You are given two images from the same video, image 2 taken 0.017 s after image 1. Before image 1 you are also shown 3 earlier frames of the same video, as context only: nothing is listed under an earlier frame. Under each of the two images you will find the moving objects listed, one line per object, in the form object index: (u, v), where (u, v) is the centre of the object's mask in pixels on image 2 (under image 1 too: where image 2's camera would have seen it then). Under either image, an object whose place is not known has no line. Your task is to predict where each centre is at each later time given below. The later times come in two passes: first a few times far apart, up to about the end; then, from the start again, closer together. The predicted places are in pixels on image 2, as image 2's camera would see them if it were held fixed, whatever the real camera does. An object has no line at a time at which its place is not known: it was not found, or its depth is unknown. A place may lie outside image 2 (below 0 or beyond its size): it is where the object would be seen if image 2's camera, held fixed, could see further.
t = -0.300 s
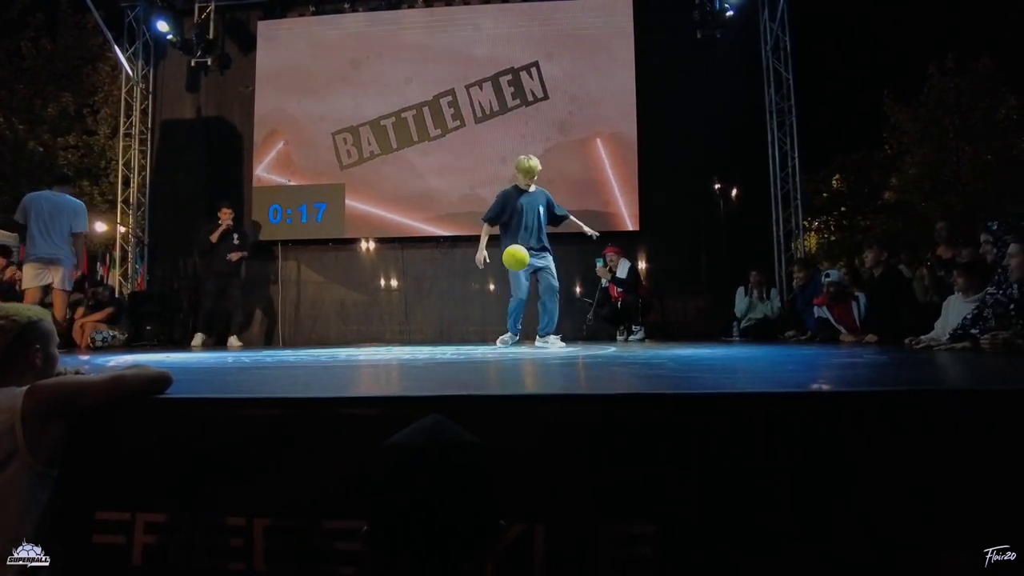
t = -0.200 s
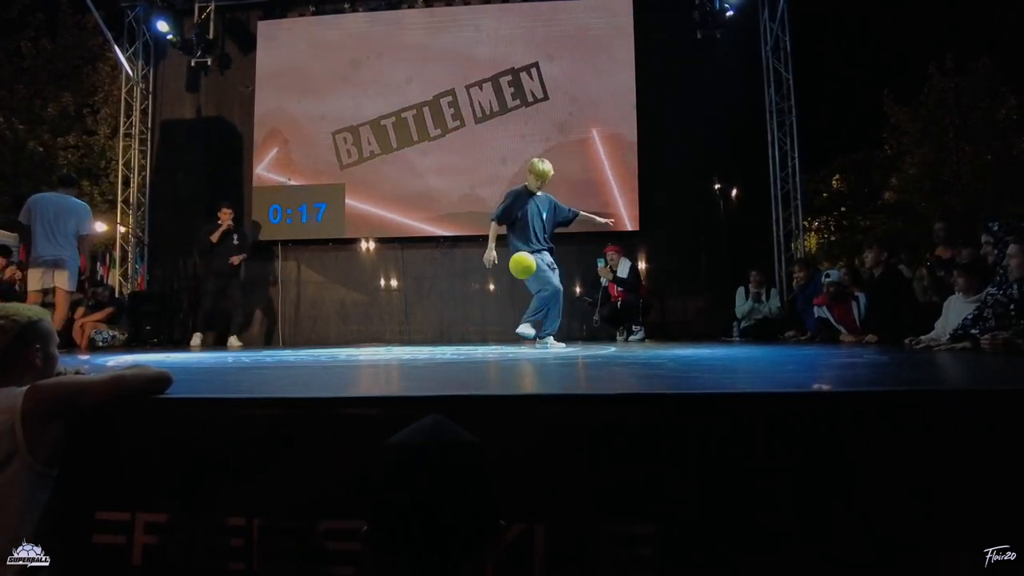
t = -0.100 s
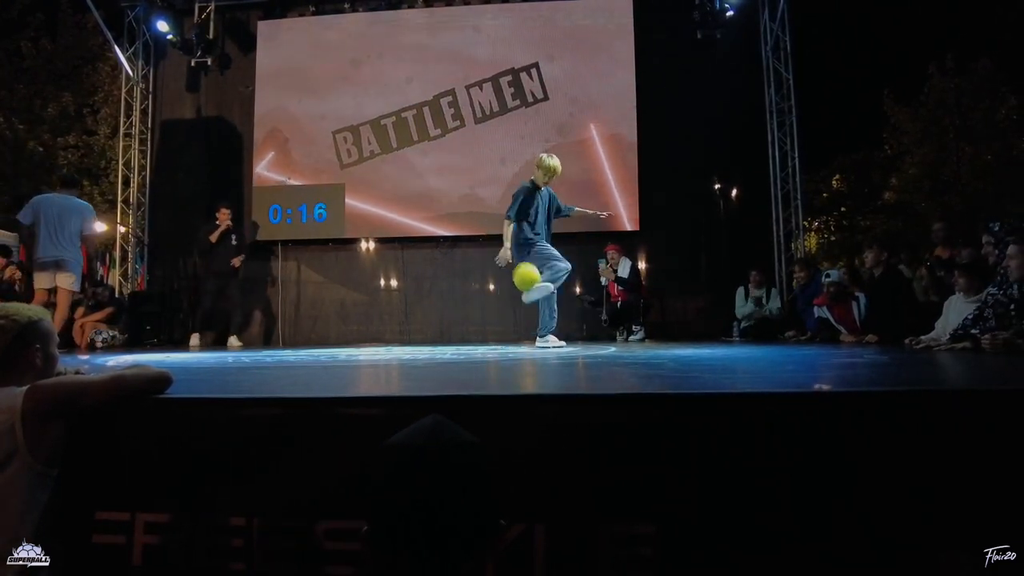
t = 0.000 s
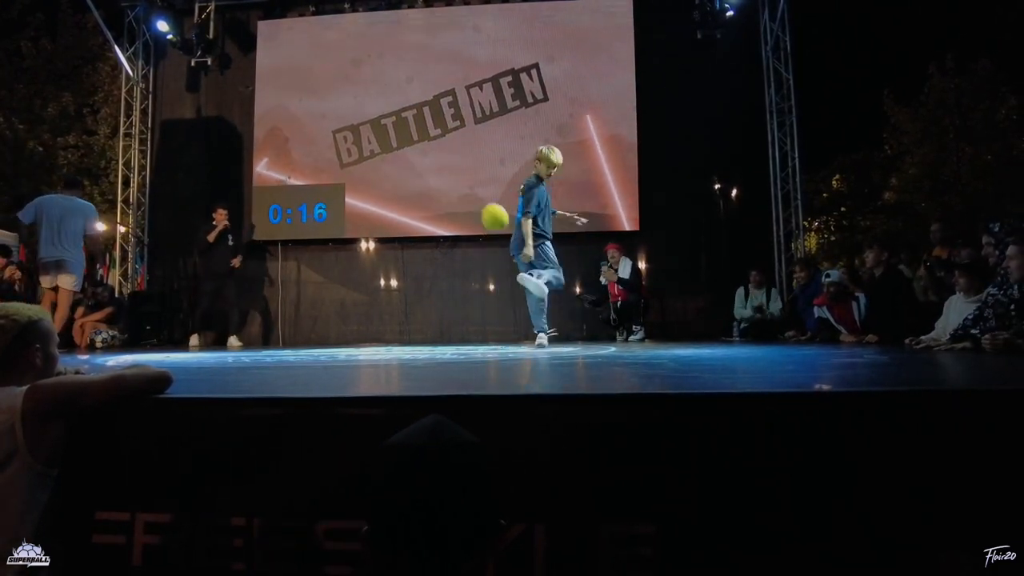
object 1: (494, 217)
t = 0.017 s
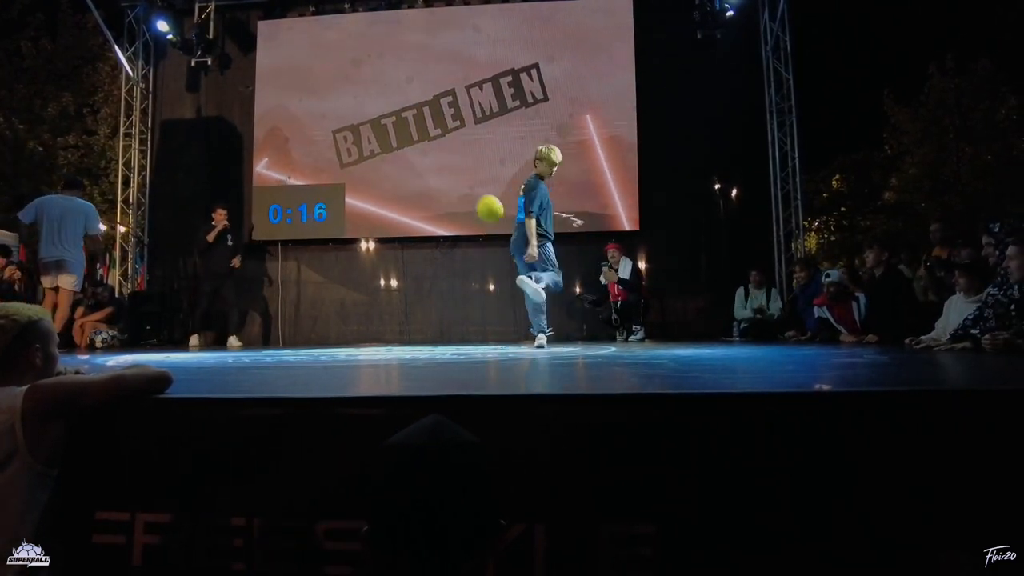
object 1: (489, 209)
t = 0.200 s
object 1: (433, 136)
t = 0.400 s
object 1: (374, 106)
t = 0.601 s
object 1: (318, 123)
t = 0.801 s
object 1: (262, 188)
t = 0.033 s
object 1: (484, 200)
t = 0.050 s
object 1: (479, 192)
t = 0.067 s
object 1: (474, 185)
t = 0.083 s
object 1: (468, 177)
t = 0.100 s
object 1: (464, 171)
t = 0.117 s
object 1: (459, 164)
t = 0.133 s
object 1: (454, 158)
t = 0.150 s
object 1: (448, 152)
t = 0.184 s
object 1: (439, 142)
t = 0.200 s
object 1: (433, 136)
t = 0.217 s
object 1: (429, 132)
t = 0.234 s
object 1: (423, 128)
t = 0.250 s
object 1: (418, 125)
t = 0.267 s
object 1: (413, 121)
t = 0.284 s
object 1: (408, 118)
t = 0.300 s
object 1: (404, 116)
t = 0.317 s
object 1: (399, 113)
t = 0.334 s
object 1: (394, 111)
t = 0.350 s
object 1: (389, 109)
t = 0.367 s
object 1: (384, 108)
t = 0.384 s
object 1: (379, 106)
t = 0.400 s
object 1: (374, 106)
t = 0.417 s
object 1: (370, 105)
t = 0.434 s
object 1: (365, 105)
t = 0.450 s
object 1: (360, 106)
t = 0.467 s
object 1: (355, 106)
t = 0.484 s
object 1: (350, 107)
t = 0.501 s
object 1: (346, 108)
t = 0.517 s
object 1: (341, 110)
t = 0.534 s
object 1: (336, 112)
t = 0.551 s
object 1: (332, 114)
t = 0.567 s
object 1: (327, 117)
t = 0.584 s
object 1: (322, 120)
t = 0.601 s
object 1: (318, 123)
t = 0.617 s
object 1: (313, 127)
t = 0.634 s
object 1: (308, 130)
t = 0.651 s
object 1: (304, 135)
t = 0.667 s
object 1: (299, 139)
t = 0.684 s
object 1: (294, 144)
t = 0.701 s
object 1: (290, 149)
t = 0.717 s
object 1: (285, 154)
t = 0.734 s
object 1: (280, 160)
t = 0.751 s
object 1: (276, 166)
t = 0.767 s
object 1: (272, 173)
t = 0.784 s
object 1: (266, 180)
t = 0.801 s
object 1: (262, 188)
